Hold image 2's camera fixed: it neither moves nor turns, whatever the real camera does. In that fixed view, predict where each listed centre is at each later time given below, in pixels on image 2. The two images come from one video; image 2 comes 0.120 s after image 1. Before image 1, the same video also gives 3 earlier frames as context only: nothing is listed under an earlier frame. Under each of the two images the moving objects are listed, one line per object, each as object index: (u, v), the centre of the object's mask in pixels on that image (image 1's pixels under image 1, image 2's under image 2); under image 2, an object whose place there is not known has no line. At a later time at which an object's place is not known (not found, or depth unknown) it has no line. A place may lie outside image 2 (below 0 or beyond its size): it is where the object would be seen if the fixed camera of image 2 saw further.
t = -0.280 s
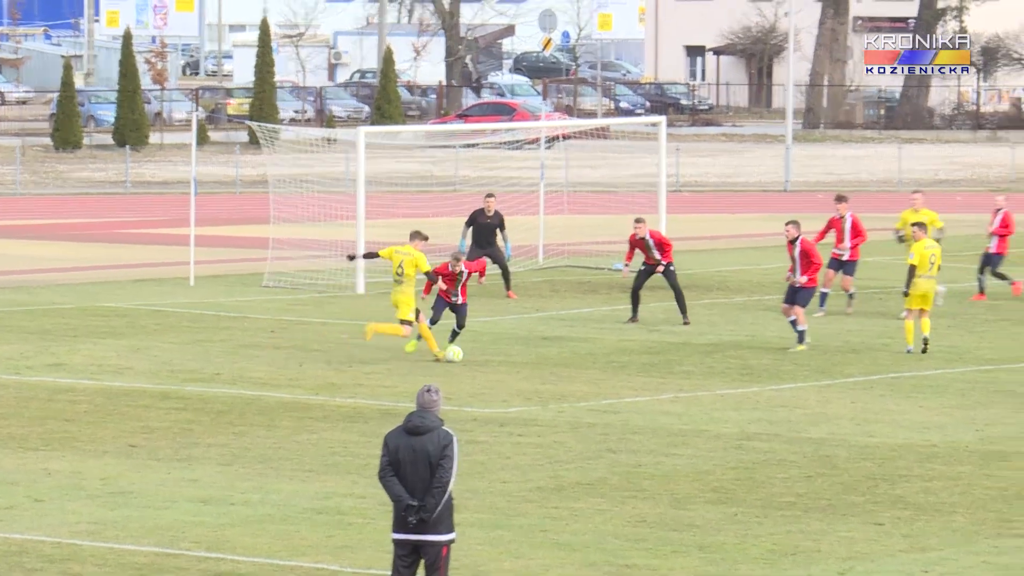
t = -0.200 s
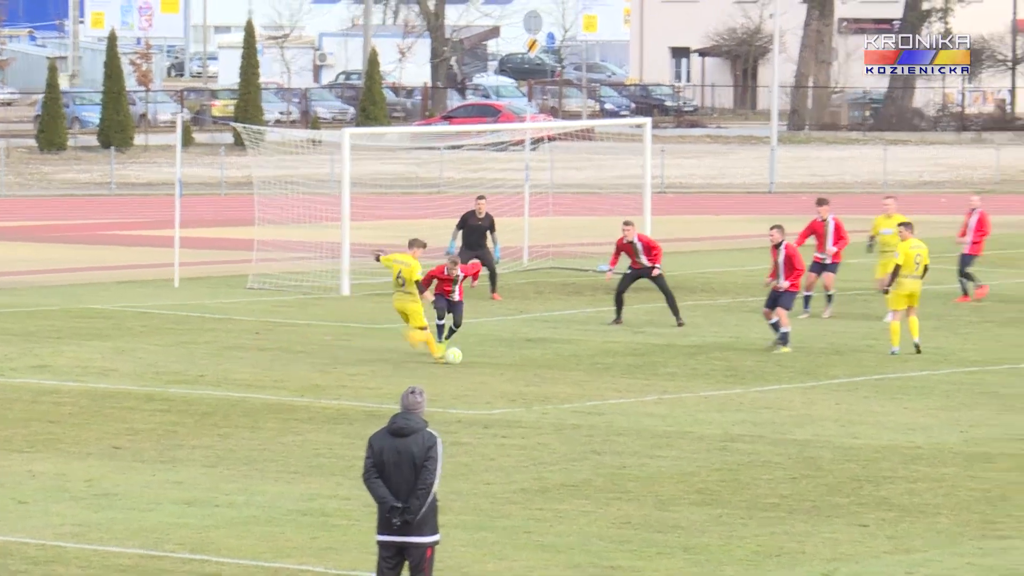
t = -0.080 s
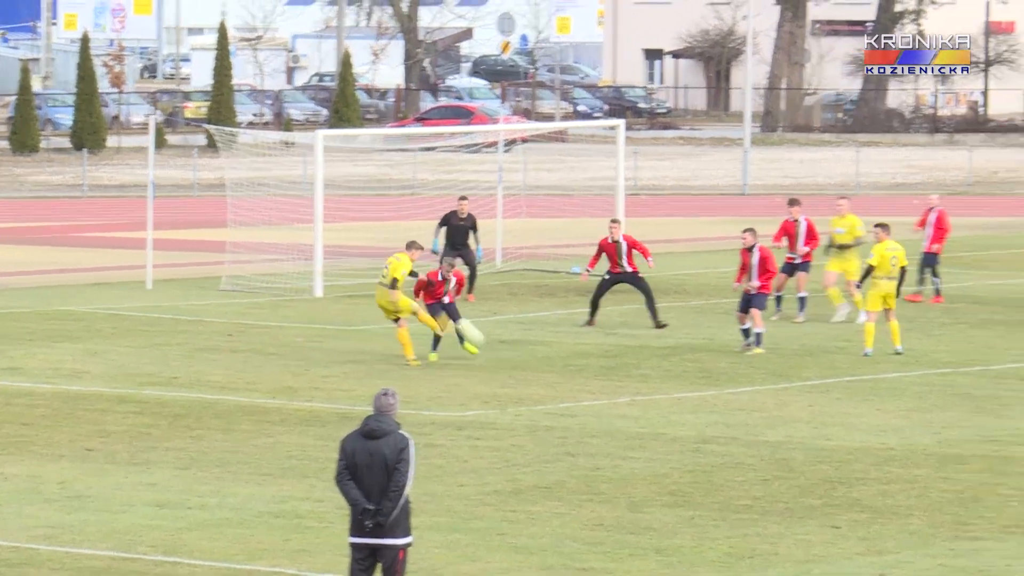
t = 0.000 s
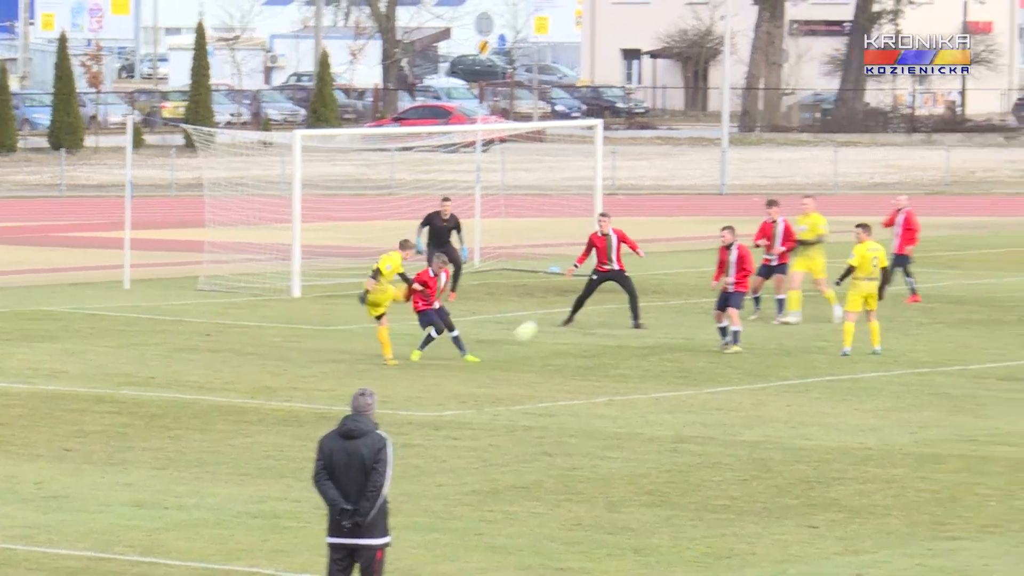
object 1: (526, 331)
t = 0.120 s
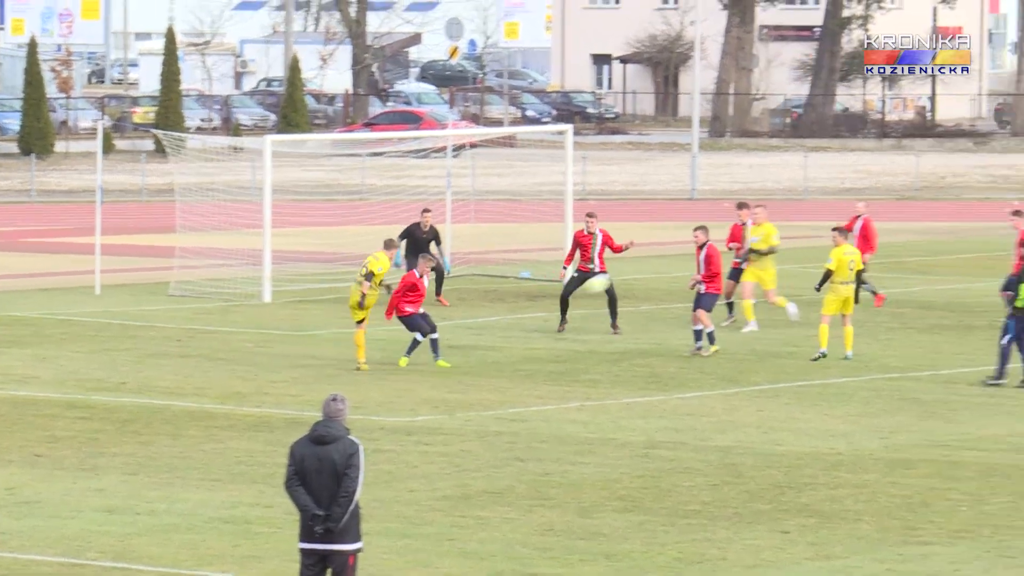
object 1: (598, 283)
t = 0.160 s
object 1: (630, 268)
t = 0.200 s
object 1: (661, 254)
